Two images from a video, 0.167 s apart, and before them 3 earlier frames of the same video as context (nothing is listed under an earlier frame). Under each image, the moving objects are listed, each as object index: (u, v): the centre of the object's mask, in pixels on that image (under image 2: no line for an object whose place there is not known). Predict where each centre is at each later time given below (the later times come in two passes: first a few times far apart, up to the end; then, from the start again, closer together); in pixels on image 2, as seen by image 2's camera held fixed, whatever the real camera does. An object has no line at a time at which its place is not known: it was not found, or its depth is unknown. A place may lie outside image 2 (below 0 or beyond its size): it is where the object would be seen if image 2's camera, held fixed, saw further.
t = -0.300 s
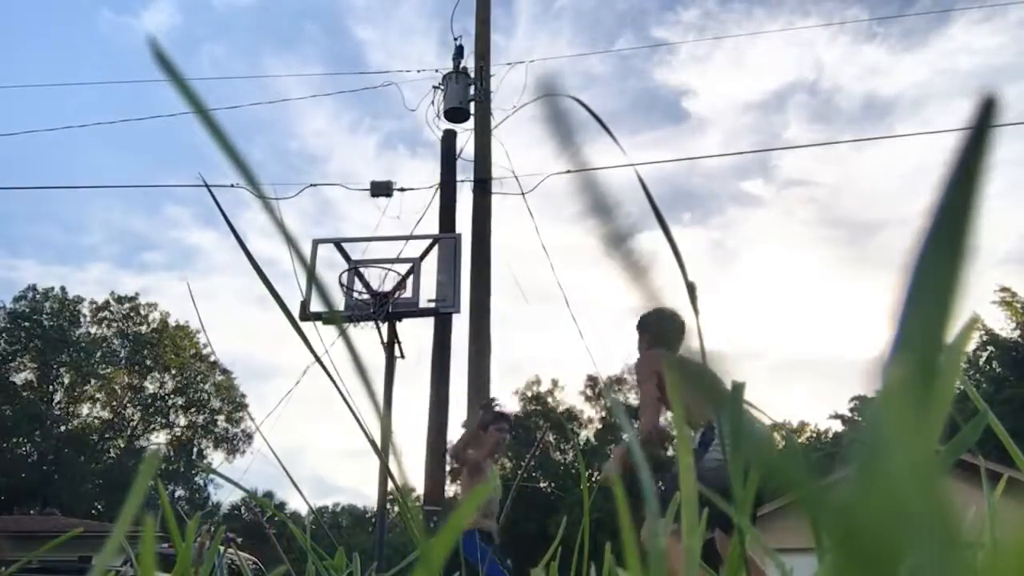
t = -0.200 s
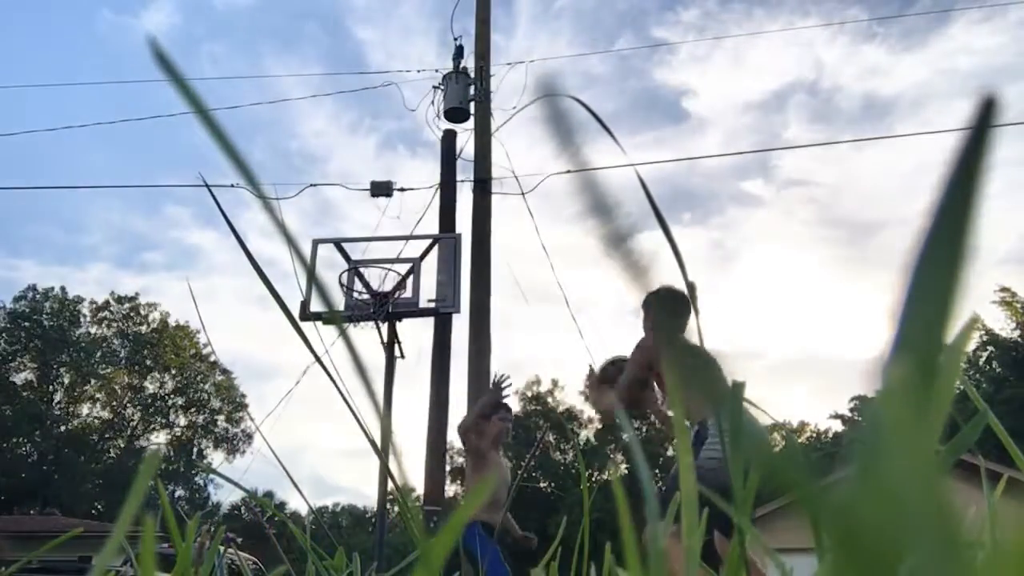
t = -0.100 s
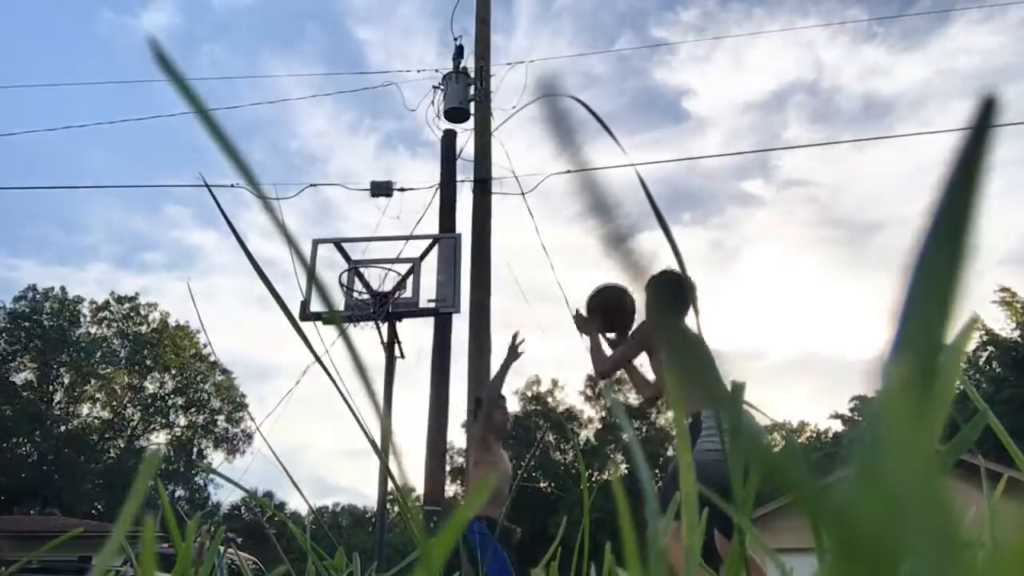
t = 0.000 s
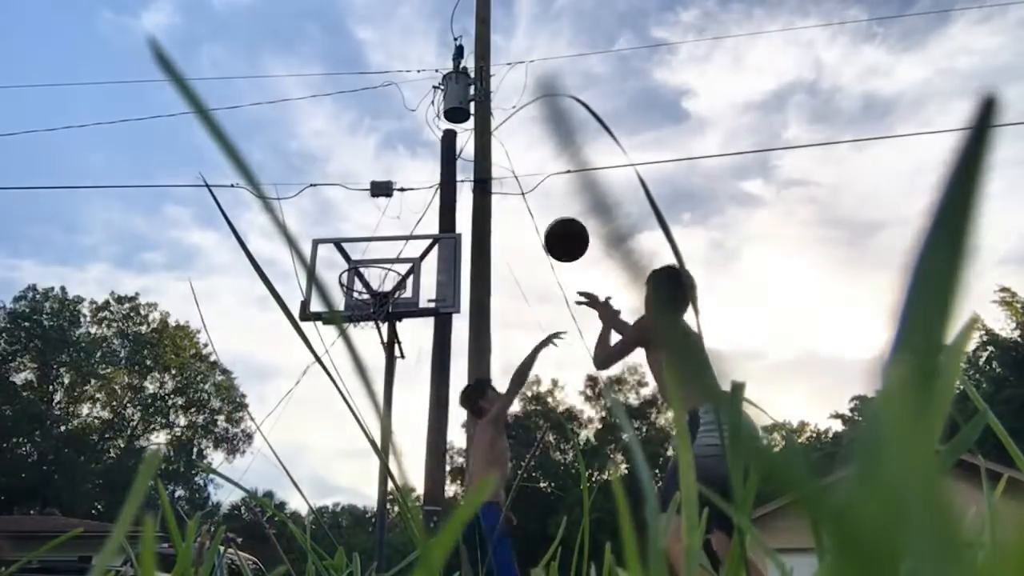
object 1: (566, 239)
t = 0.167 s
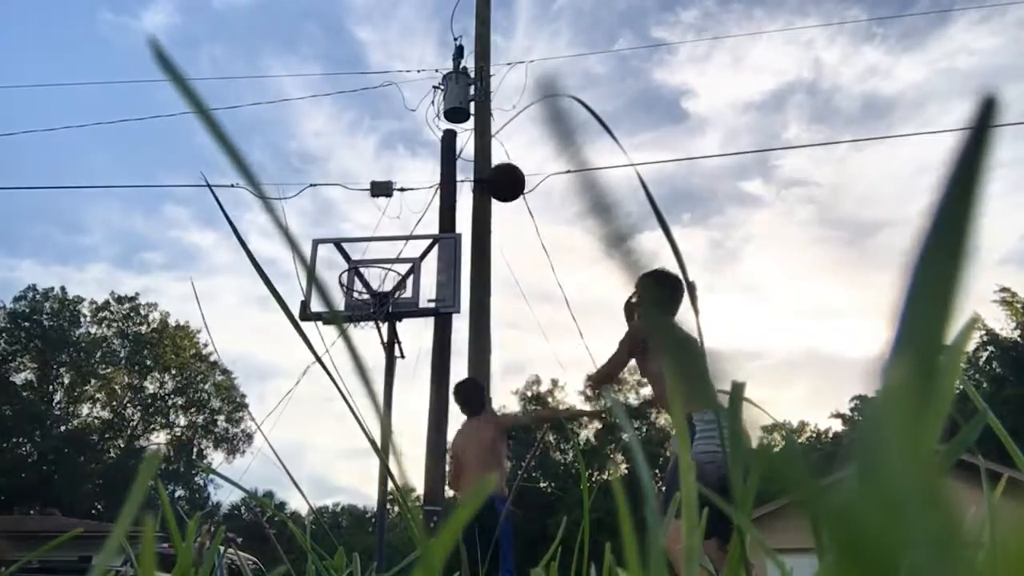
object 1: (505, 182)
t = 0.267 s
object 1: (476, 172)
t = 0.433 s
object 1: (433, 183)
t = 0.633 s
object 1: (391, 235)
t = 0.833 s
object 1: (363, 266)
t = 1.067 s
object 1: (348, 256)
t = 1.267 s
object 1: (331, 295)
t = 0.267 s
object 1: (476, 172)
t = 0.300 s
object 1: (468, 172)
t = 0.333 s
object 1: (462, 172)
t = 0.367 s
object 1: (450, 175)
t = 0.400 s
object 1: (441, 178)
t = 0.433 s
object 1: (433, 183)
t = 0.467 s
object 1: (426, 189)
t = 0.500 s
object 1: (419, 196)
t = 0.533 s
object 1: (412, 204)
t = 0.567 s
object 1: (404, 213)
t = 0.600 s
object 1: (397, 224)
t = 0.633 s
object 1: (391, 235)
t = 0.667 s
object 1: (384, 247)
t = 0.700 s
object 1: (377, 261)
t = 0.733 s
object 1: (370, 277)
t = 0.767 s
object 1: (366, 278)
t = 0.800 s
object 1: (365, 271)
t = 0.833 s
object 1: (363, 266)
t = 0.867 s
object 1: (361, 263)
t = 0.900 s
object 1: (359, 259)
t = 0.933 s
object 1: (357, 256)
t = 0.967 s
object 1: (355, 255)
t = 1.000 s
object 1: (353, 254)
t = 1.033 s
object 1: (350, 254)
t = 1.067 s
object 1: (348, 256)
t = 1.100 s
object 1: (345, 259)
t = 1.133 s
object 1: (343, 264)
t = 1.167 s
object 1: (340, 270)
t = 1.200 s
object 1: (338, 277)
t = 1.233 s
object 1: (335, 285)
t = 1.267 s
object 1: (331, 295)
